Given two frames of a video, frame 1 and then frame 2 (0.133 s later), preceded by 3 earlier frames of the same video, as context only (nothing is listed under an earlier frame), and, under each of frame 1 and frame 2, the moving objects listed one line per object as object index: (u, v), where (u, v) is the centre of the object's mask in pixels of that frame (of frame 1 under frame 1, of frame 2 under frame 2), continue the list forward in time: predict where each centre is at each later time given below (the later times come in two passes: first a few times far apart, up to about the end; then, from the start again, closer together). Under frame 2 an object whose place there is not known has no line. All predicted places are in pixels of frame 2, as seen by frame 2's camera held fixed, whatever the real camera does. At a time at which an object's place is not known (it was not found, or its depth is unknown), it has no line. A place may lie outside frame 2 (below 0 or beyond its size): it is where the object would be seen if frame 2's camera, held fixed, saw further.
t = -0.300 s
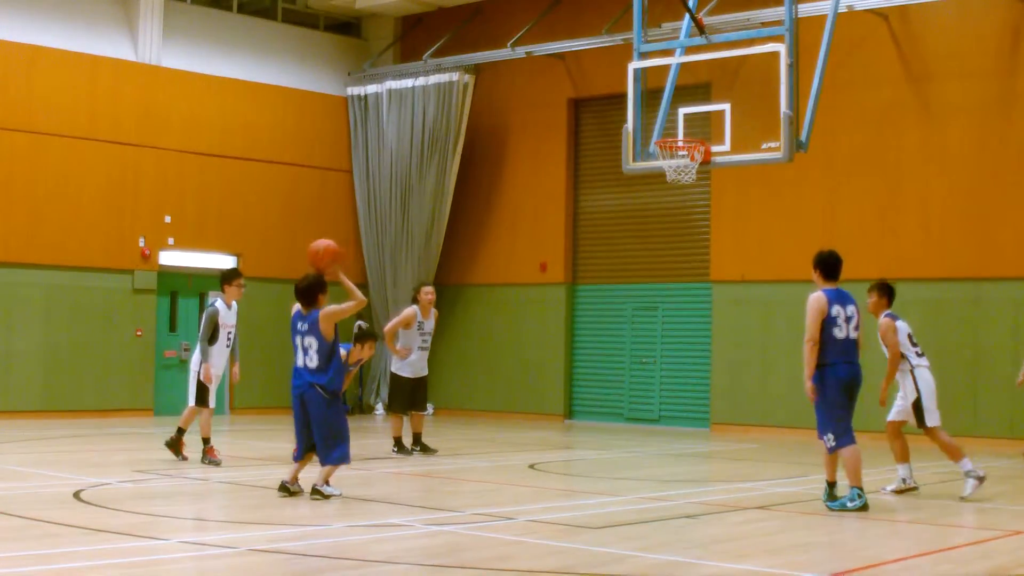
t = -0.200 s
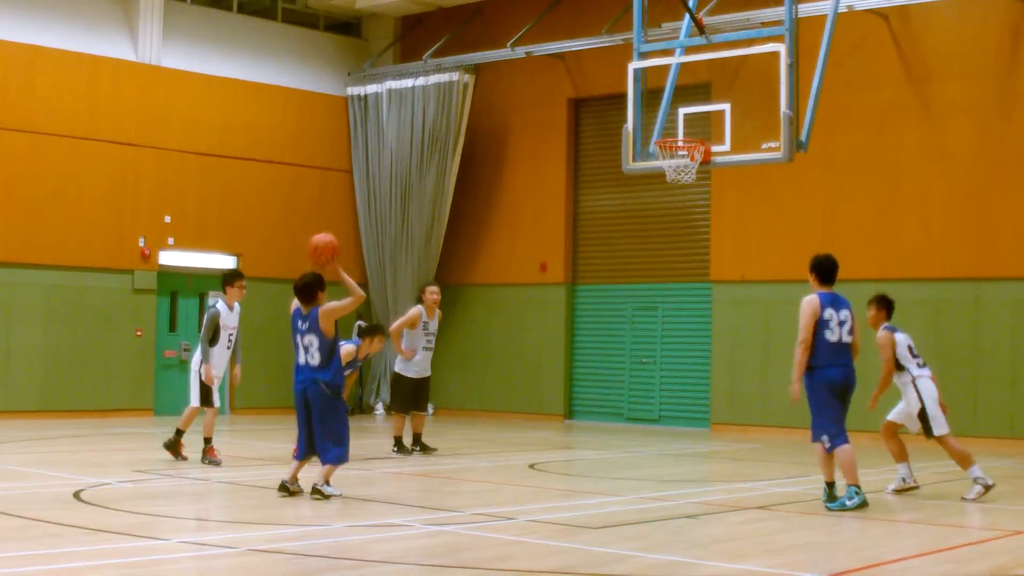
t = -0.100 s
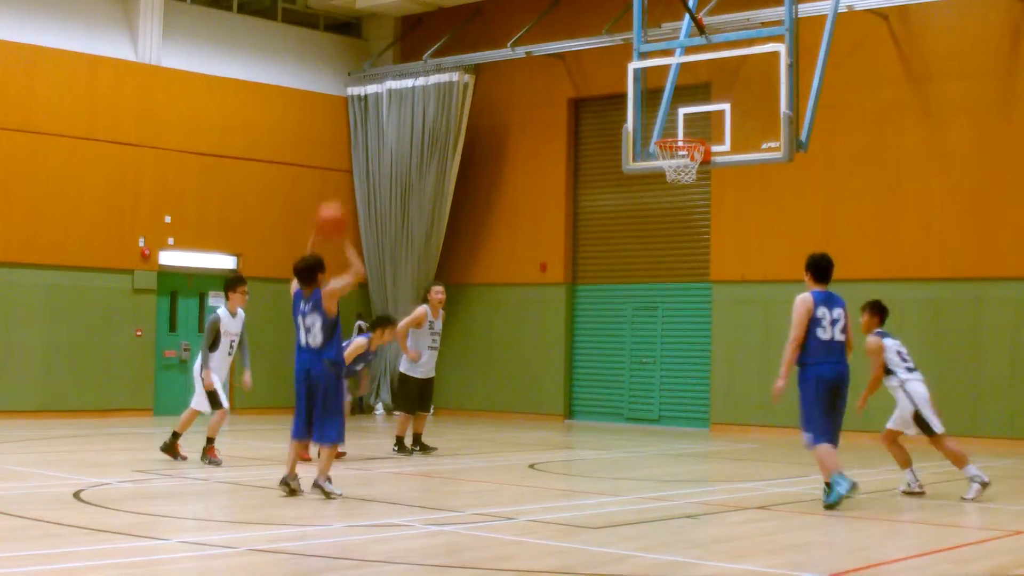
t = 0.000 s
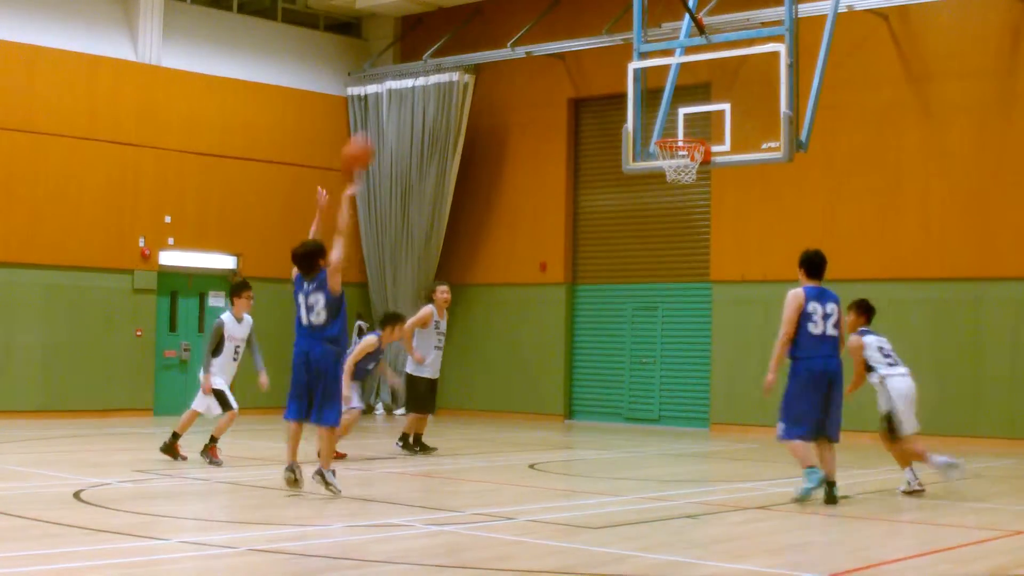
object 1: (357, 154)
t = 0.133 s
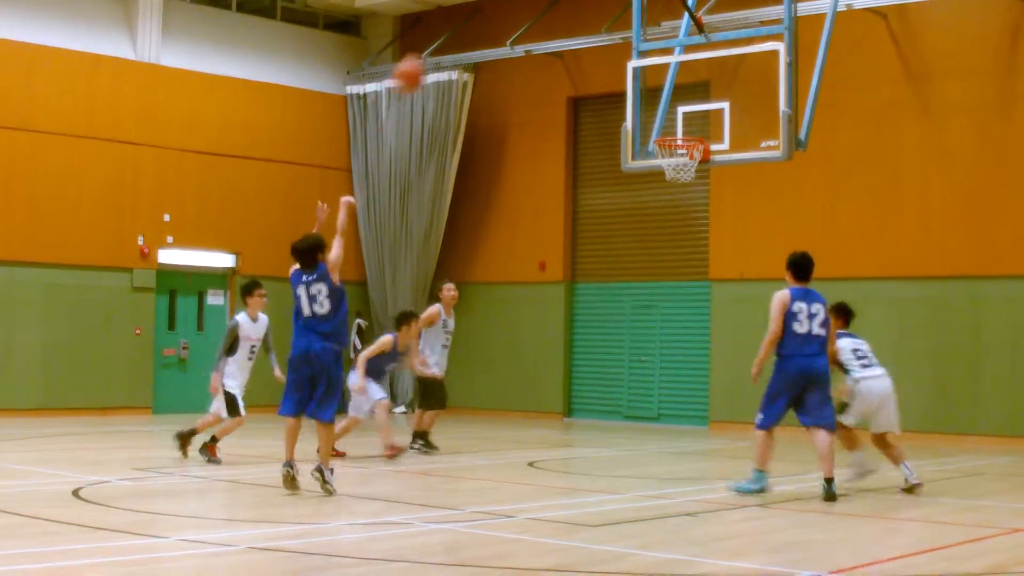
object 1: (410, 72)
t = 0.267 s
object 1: (457, 22)
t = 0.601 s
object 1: (561, 0)
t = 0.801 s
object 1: (615, 24)
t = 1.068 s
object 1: (684, 132)
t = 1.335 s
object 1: (714, 241)
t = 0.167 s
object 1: (422, 56)
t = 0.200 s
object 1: (433, 43)
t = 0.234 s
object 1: (445, 32)
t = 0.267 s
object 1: (457, 22)
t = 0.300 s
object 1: (468, 14)
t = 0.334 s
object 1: (479, 9)
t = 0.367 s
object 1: (490, 6)
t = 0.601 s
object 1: (561, 0)
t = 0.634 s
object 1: (570, 2)
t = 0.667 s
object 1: (581, 4)
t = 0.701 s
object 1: (590, 6)
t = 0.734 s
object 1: (598, 10)
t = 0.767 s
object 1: (606, 15)
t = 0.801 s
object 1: (615, 24)
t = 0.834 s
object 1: (624, 35)
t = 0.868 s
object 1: (634, 46)
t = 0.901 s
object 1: (641, 59)
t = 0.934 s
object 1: (650, 76)
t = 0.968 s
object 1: (657, 86)
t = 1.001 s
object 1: (665, 104)
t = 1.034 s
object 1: (671, 119)
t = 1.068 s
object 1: (684, 132)
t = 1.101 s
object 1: (697, 157)
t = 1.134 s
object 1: (695, 171)
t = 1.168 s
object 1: (699, 179)
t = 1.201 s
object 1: (702, 191)
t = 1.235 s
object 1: (706, 201)
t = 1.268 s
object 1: (708, 214)
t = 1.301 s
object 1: (712, 228)
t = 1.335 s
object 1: (714, 241)
